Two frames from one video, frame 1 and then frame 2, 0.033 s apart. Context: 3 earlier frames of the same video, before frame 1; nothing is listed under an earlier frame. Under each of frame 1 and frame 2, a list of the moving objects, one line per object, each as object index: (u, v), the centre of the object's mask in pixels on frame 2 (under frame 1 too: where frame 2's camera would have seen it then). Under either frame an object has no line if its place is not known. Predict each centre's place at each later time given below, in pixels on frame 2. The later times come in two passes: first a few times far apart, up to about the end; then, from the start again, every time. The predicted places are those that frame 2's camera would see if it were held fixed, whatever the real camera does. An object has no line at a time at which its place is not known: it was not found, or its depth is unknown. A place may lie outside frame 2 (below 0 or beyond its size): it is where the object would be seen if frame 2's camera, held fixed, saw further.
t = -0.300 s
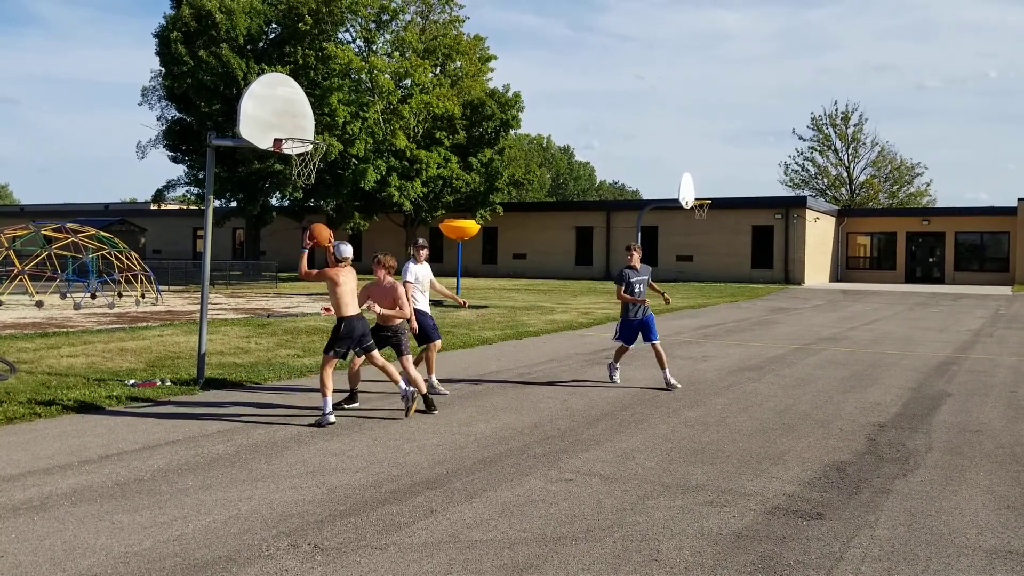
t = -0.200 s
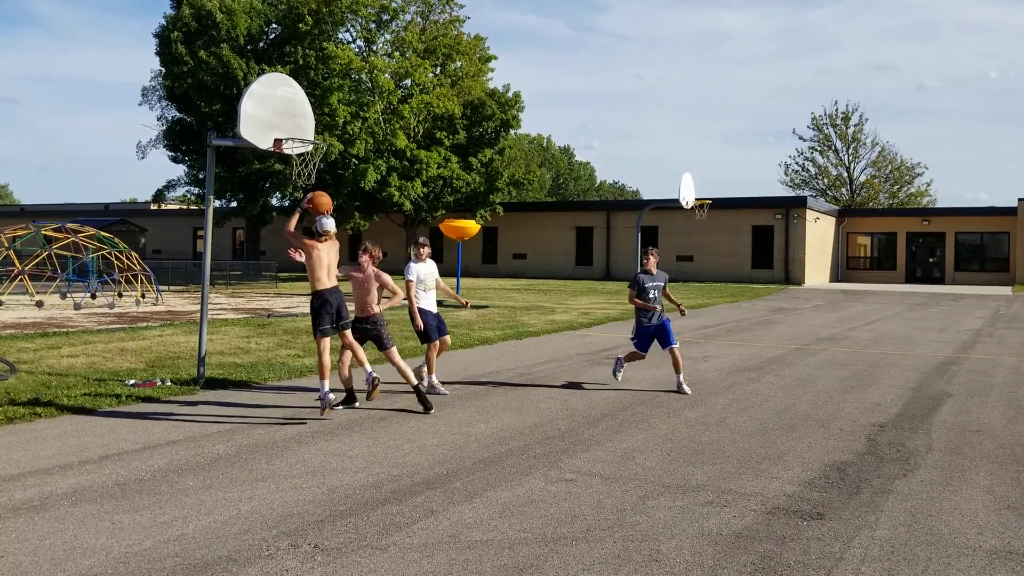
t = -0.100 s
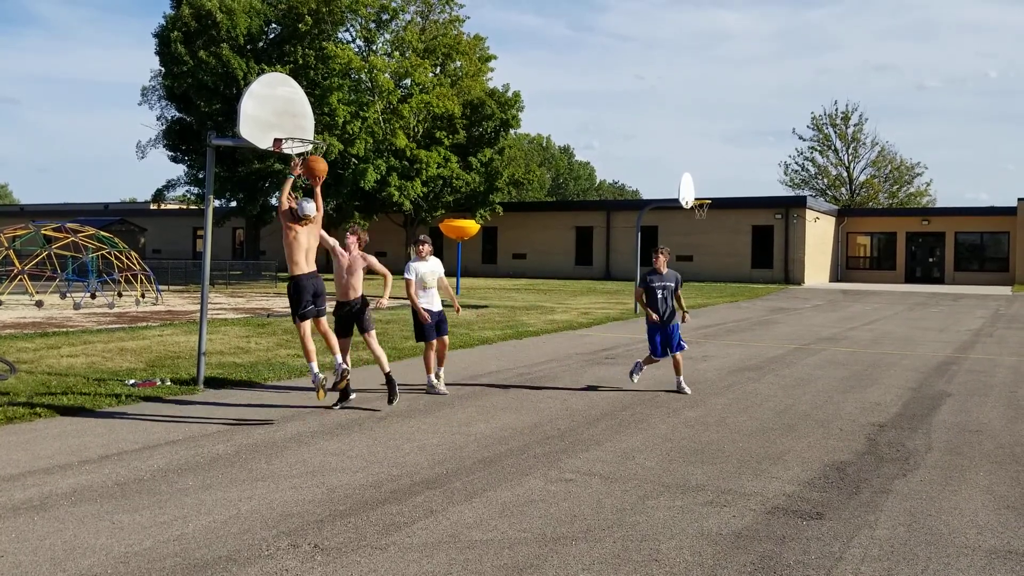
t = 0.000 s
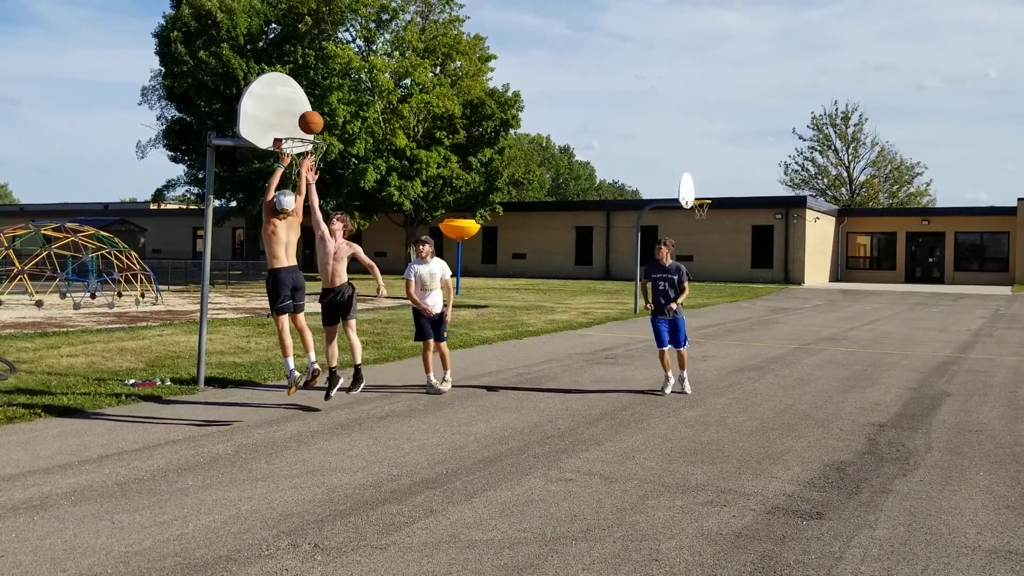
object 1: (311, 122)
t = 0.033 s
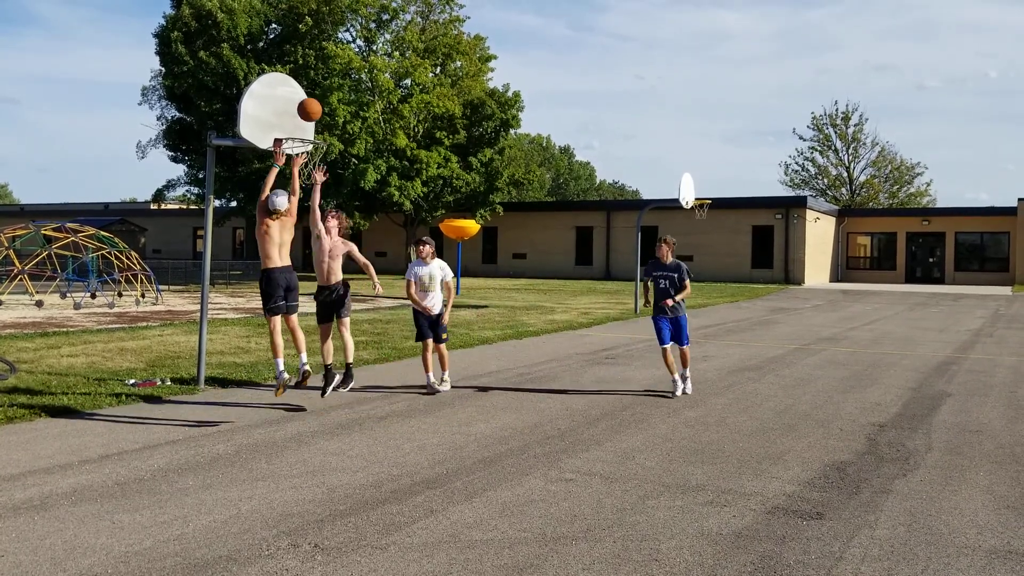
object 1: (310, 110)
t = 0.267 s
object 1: (299, 54)
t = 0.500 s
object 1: (289, 50)
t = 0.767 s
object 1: (294, 96)
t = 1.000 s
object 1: (313, 158)
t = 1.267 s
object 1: (304, 168)
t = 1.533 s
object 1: (304, 173)
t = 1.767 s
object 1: (304, 173)
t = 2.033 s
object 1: (303, 173)
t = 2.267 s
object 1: (304, 174)
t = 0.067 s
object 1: (308, 98)
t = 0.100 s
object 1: (307, 88)
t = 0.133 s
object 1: (305, 79)
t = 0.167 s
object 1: (303, 71)
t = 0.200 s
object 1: (302, 64)
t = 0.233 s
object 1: (301, 58)
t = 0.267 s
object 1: (299, 54)
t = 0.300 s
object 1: (298, 50)
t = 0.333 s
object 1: (296, 47)
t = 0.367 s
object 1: (295, 46)
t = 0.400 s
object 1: (293, 46)
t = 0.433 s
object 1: (292, 46)
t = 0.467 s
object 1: (291, 47)
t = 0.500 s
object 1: (289, 50)
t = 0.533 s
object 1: (288, 53)
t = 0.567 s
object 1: (287, 58)
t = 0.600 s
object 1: (285, 63)
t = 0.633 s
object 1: (284, 69)
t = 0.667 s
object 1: (283, 76)
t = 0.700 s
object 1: (286, 83)
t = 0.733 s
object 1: (290, 89)
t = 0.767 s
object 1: (294, 96)
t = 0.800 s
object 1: (298, 105)
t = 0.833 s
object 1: (302, 114)
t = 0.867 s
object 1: (306, 124)
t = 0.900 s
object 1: (310, 135)
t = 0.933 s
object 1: (313, 145)
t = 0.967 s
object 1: (314, 151)
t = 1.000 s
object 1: (313, 158)
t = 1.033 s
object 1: (312, 160)
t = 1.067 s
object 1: (310, 160)
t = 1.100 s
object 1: (308, 160)
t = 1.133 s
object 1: (307, 160)
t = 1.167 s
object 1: (307, 161)
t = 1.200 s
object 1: (306, 162)
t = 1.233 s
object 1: (305, 164)
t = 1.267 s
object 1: (304, 168)
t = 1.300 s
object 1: (304, 170)
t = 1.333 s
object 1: (304, 172)
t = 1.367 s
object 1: (304, 173)
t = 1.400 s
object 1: (304, 173)
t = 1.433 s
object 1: (304, 173)
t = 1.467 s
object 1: (304, 173)
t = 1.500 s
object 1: (304, 173)
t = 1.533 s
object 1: (304, 173)
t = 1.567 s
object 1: (304, 173)
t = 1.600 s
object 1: (304, 173)
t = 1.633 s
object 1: (303, 173)
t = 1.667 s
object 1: (303, 173)
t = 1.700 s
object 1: (304, 173)
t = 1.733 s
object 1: (304, 173)
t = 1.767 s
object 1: (304, 173)
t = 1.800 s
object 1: (304, 173)
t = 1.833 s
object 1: (304, 173)
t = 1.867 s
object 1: (304, 173)
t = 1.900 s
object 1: (304, 173)
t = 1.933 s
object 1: (303, 173)
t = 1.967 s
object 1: (303, 173)
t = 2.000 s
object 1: (303, 173)
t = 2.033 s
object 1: (303, 173)
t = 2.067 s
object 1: (304, 173)
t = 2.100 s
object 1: (304, 173)
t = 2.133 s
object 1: (304, 174)
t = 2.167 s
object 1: (304, 174)
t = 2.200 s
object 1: (304, 174)
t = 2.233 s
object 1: (304, 174)
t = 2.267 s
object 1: (304, 174)
